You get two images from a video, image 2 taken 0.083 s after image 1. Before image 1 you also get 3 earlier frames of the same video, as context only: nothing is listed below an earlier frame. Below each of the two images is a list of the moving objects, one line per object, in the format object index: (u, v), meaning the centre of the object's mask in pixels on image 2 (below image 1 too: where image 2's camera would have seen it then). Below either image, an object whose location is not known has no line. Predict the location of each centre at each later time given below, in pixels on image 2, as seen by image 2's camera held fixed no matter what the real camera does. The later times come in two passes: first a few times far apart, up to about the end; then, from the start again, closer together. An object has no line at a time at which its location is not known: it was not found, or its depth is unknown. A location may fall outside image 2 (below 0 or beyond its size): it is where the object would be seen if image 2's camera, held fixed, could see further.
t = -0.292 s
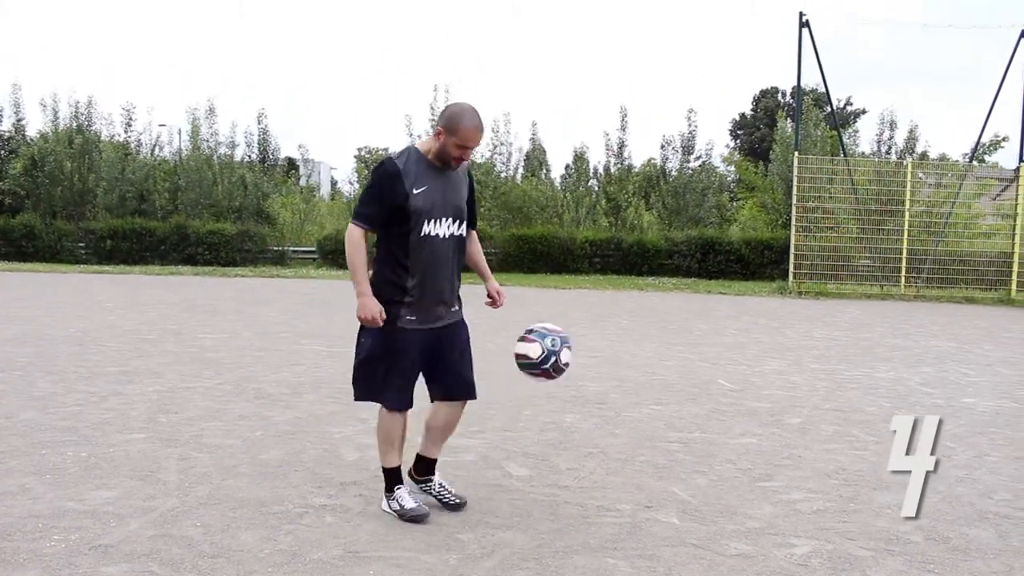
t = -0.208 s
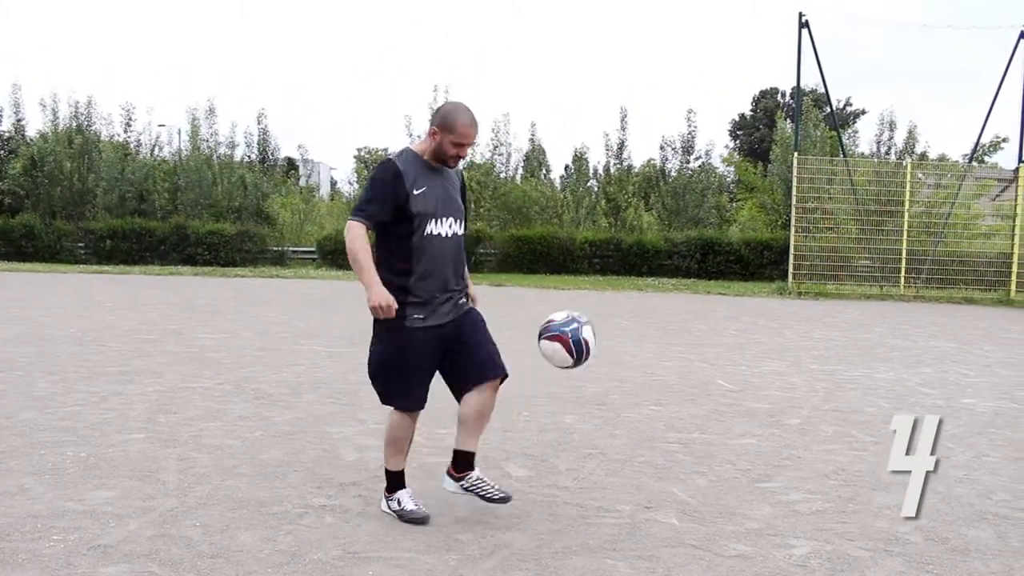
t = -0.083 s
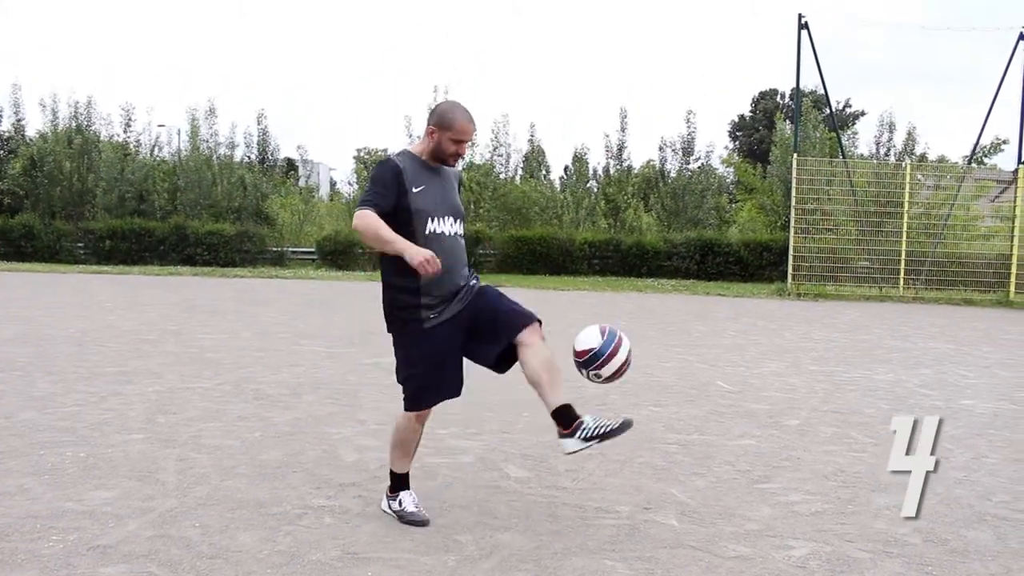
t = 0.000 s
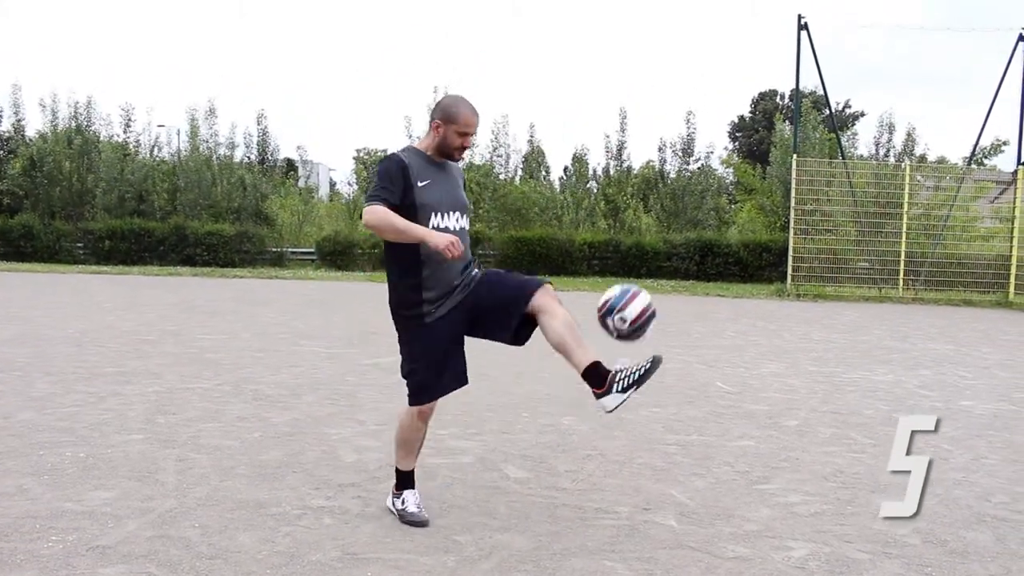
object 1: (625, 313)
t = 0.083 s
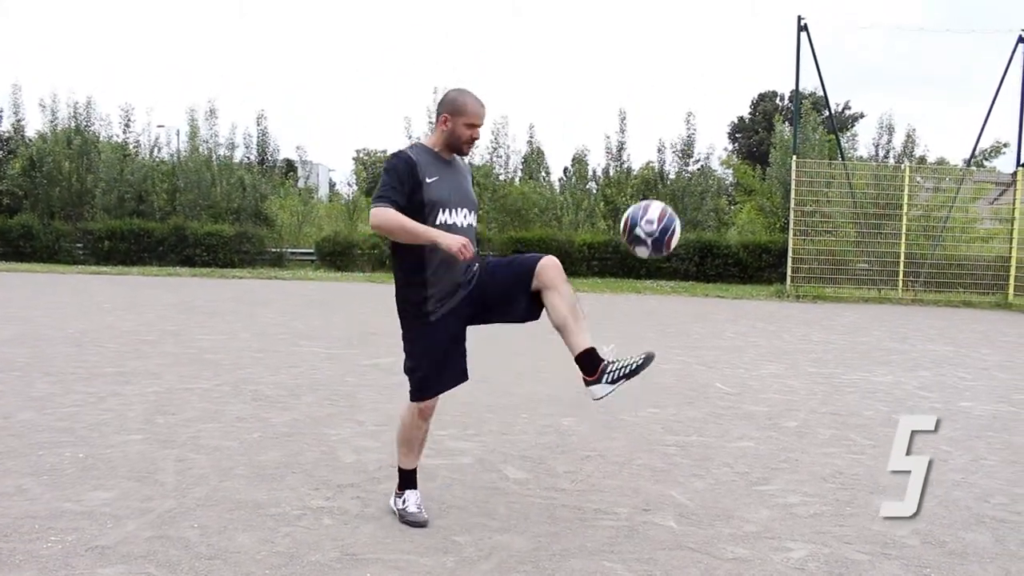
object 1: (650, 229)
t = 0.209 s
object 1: (683, 137)
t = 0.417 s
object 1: (732, 72)
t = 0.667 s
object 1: (782, 135)
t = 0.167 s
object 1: (672, 162)
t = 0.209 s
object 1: (683, 137)
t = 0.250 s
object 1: (693, 114)
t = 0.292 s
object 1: (704, 97)
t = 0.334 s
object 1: (714, 84)
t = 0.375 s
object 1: (722, 76)
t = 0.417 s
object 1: (732, 72)
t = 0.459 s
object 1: (741, 71)
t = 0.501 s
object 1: (750, 76)
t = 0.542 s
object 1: (758, 84)
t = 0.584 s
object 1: (767, 97)
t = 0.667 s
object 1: (782, 135)
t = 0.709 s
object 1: (789, 159)
